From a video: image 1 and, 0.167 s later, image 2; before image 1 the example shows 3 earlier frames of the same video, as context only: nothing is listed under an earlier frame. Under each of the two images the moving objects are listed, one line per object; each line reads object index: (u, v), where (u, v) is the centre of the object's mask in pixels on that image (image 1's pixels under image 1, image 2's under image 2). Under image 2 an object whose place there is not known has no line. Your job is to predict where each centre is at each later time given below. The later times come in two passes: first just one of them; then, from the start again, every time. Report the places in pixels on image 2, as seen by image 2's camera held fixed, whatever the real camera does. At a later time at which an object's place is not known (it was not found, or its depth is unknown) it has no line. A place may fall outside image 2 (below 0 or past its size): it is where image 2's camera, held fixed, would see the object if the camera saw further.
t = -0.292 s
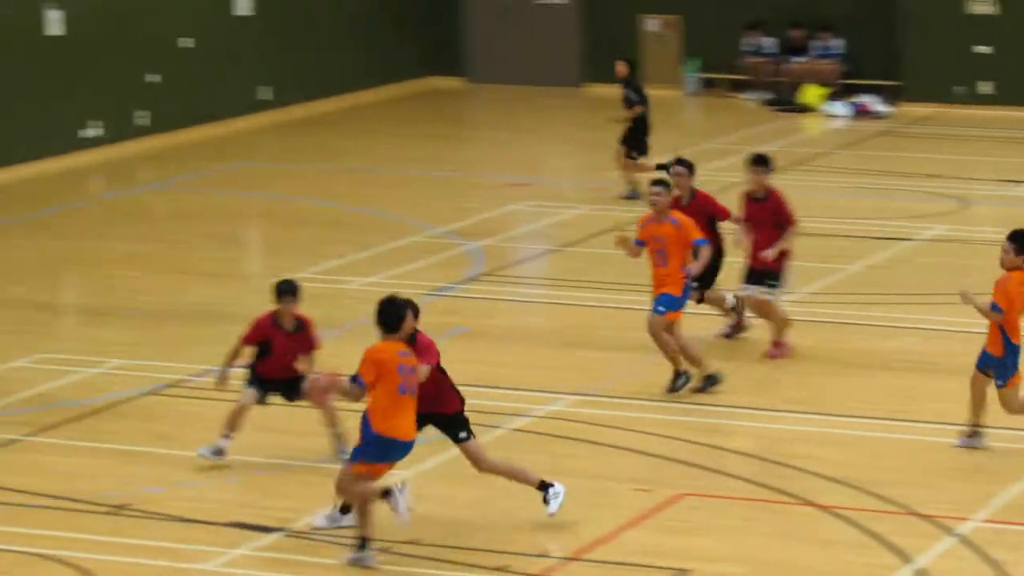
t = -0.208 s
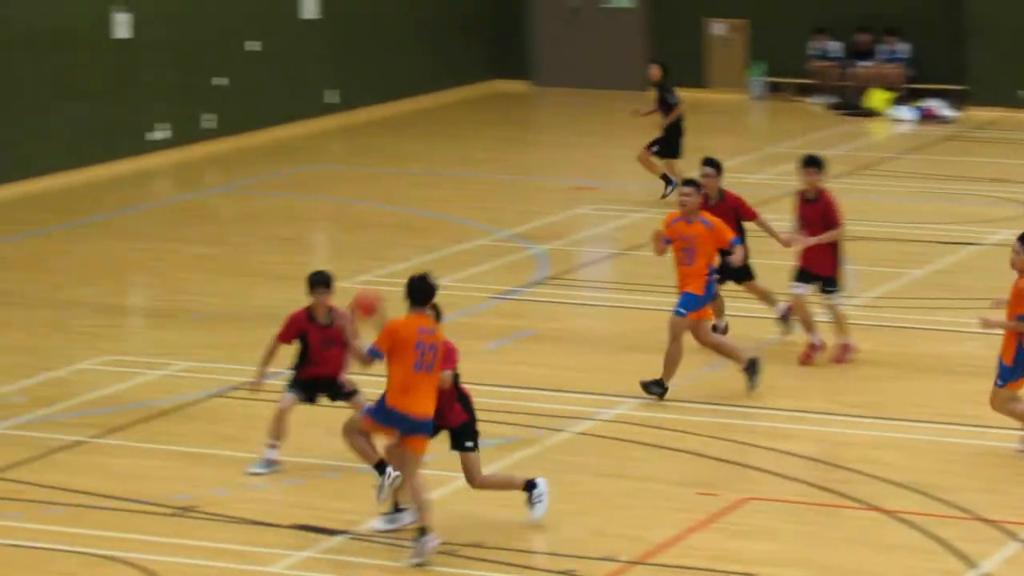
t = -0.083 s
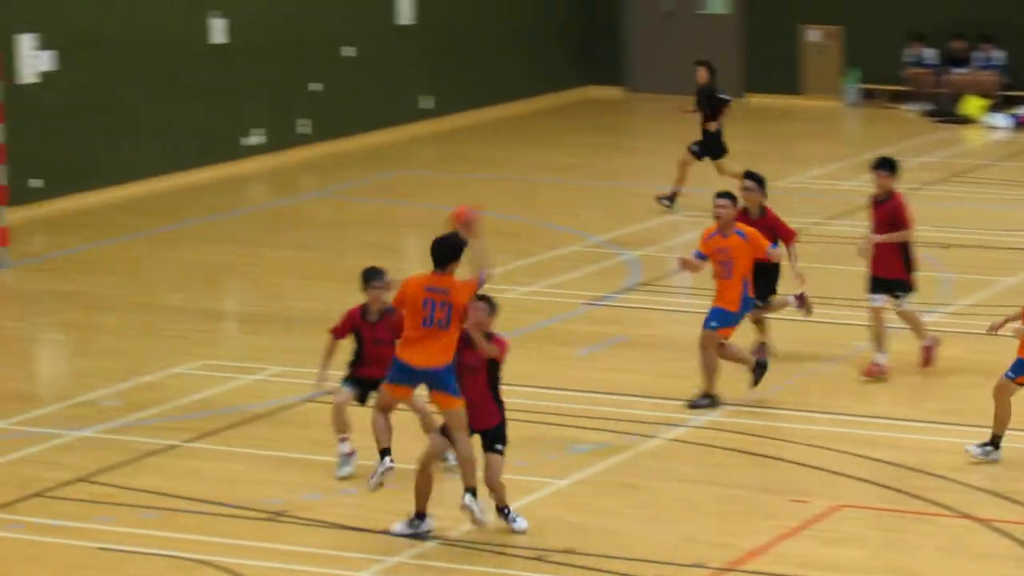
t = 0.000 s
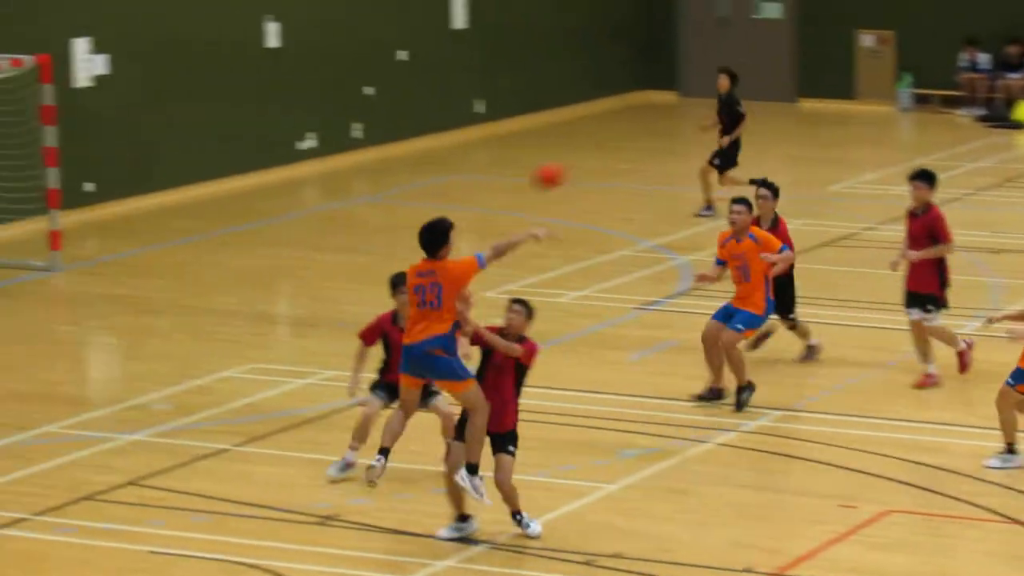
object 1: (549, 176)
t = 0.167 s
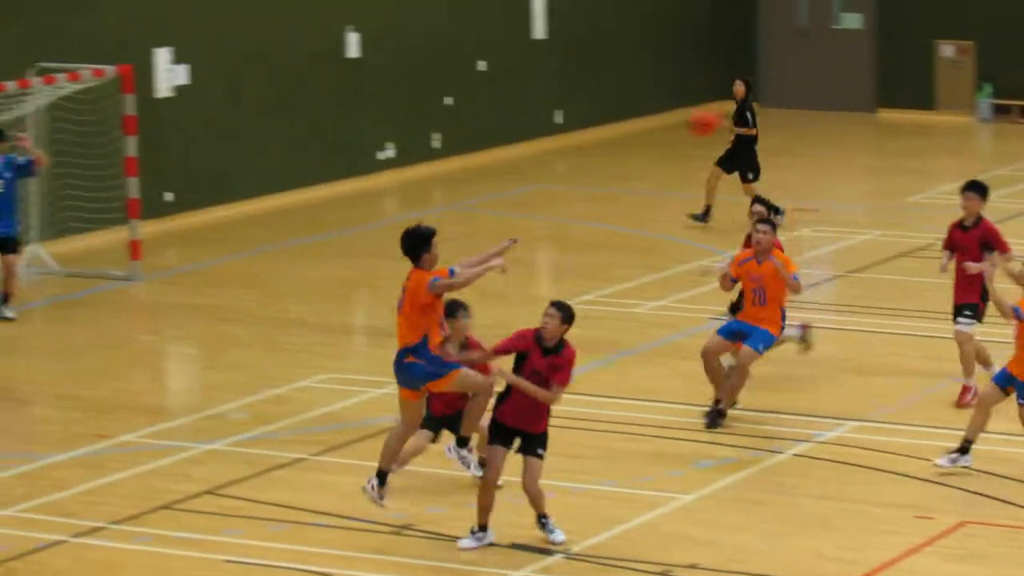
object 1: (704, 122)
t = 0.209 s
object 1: (725, 112)
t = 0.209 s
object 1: (725, 112)
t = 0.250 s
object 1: (743, 105)
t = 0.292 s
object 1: (760, 100)
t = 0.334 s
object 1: (777, 98)
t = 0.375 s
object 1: (795, 99)
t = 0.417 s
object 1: (813, 102)
